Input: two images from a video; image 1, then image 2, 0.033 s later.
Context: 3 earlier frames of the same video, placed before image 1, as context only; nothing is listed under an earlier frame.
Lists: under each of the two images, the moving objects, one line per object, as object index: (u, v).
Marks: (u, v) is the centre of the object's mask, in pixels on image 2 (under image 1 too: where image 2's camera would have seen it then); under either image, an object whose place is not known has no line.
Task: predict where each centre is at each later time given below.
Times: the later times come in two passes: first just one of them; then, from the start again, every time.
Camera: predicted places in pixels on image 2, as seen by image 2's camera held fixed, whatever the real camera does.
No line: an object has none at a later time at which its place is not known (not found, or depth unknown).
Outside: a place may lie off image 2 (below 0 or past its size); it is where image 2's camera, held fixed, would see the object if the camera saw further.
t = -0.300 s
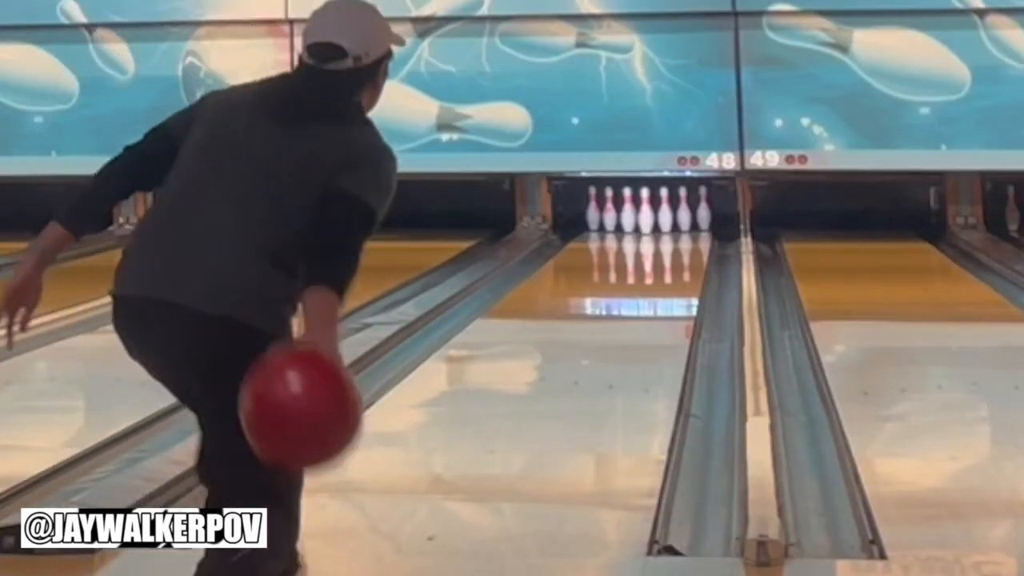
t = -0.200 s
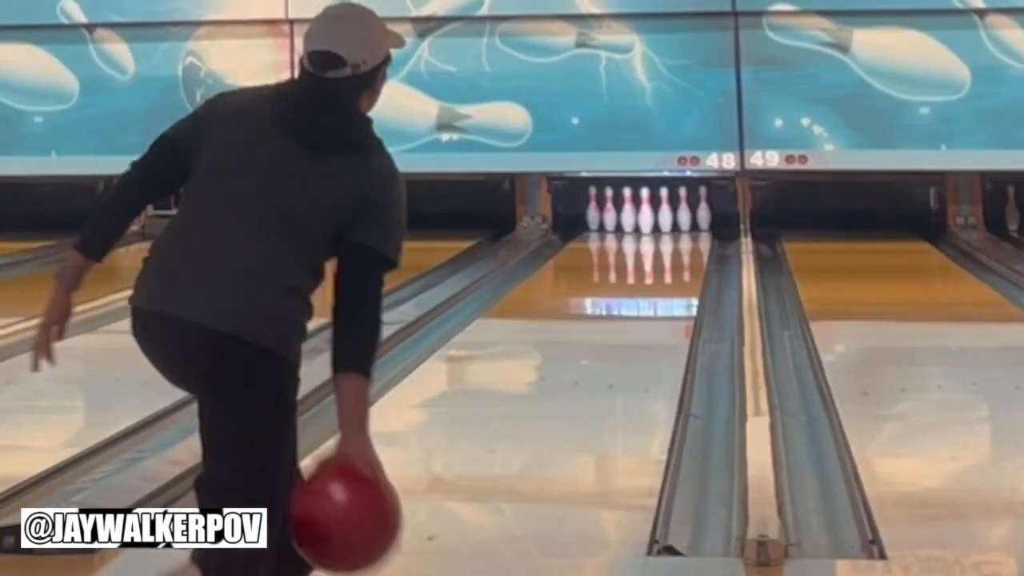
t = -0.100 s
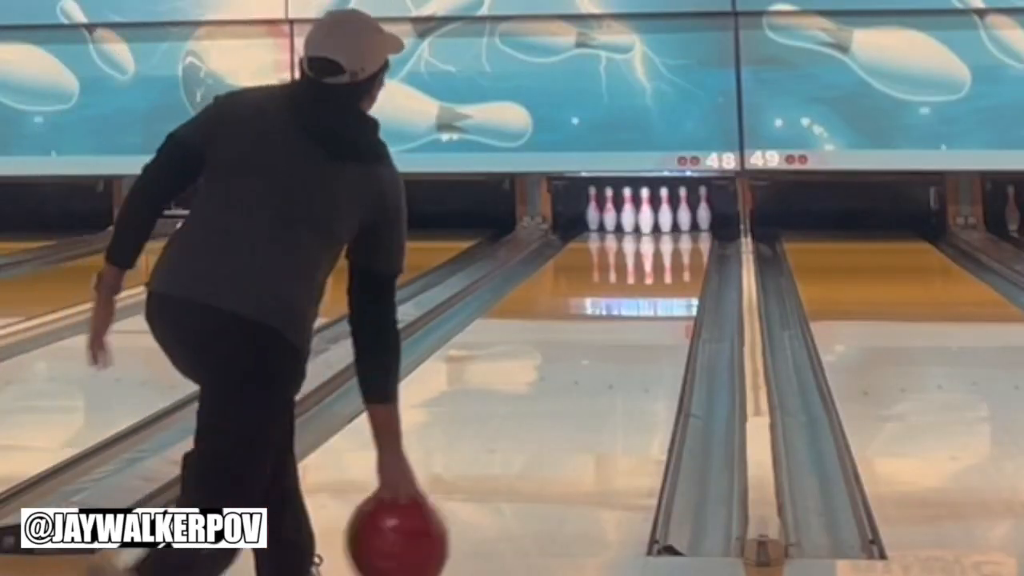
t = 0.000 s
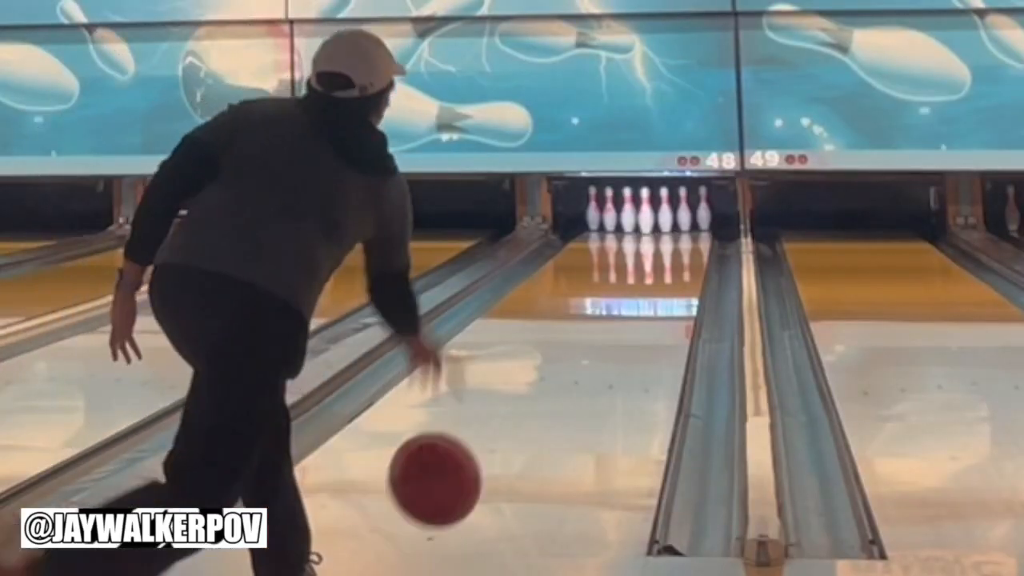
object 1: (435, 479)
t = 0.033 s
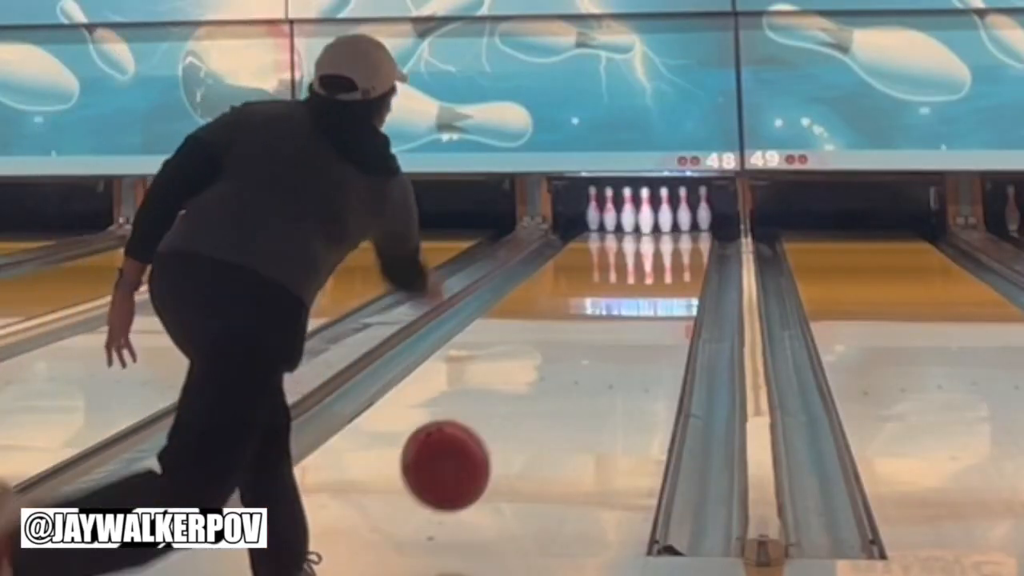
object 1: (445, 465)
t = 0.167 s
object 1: (483, 451)
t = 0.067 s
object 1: (455, 457)
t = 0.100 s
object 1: (465, 453)
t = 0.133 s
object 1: (474, 454)
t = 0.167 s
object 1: (483, 451)
